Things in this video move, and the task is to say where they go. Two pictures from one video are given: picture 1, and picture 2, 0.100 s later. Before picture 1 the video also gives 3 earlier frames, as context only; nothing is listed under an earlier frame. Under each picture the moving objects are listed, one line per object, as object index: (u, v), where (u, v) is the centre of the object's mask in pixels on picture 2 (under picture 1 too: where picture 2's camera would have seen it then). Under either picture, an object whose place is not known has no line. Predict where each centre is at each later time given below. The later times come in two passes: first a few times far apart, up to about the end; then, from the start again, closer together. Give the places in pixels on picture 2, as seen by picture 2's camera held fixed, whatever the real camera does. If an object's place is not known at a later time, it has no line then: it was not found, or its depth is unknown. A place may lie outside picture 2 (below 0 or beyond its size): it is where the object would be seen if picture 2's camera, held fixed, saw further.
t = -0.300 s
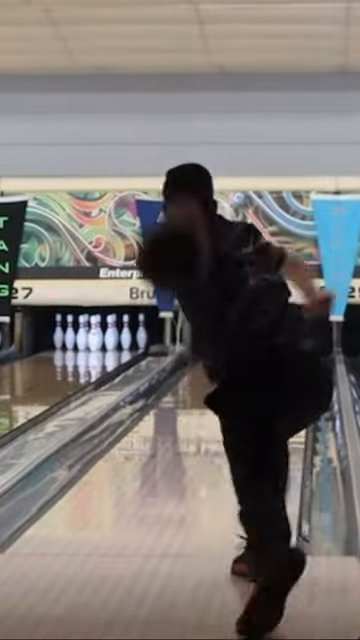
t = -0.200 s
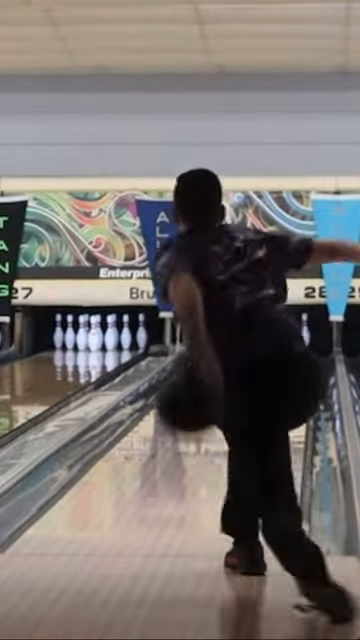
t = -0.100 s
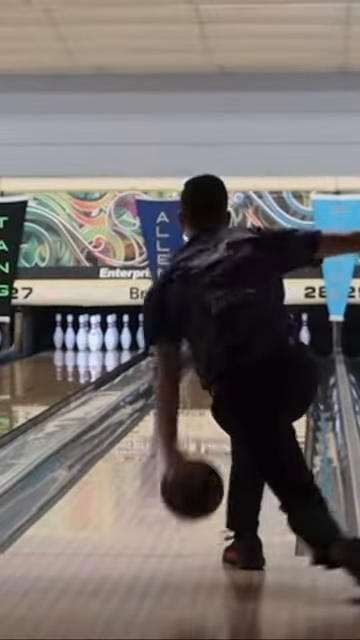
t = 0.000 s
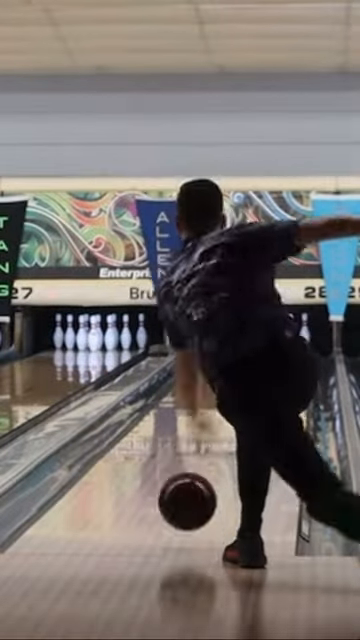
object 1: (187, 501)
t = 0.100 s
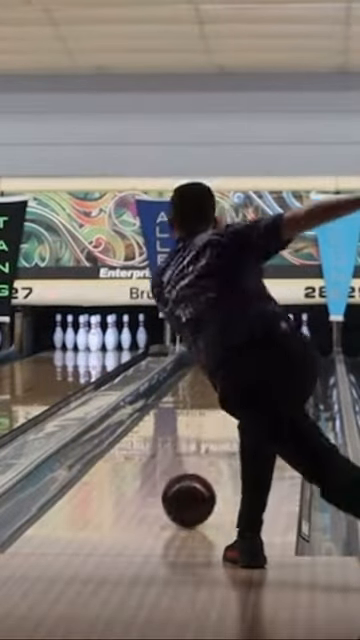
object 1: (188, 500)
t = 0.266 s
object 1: (191, 472)
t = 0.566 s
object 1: (195, 433)
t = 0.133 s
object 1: (189, 493)
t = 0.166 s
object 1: (189, 488)
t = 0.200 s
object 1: (190, 483)
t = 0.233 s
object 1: (190, 477)
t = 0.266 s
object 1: (191, 472)
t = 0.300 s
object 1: (191, 467)
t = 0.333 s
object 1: (192, 462)
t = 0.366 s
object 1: (192, 457)
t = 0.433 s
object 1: (194, 449)
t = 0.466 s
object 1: (194, 444)
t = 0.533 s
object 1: (195, 437)
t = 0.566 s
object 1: (195, 433)
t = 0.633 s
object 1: (197, 427)
